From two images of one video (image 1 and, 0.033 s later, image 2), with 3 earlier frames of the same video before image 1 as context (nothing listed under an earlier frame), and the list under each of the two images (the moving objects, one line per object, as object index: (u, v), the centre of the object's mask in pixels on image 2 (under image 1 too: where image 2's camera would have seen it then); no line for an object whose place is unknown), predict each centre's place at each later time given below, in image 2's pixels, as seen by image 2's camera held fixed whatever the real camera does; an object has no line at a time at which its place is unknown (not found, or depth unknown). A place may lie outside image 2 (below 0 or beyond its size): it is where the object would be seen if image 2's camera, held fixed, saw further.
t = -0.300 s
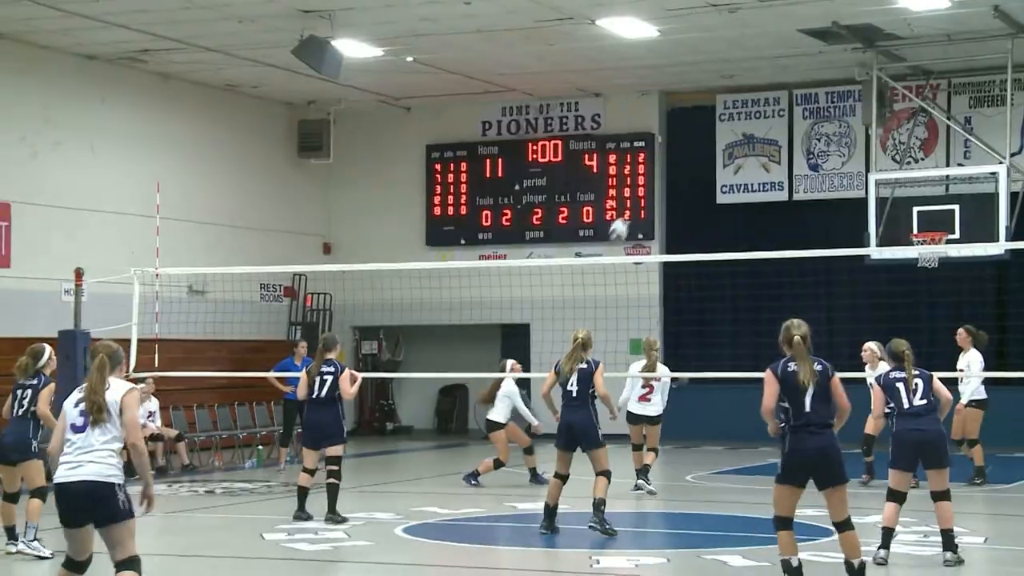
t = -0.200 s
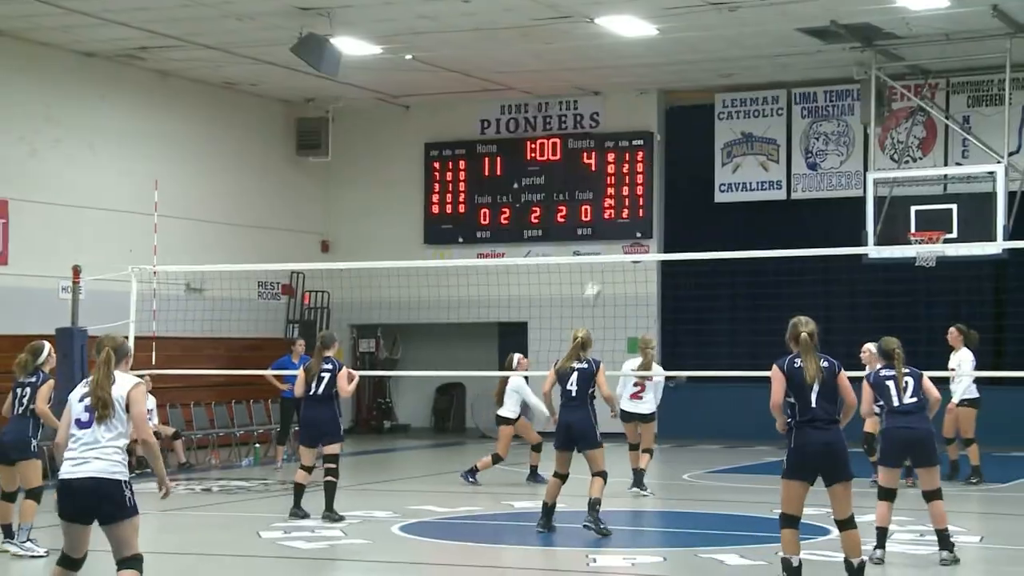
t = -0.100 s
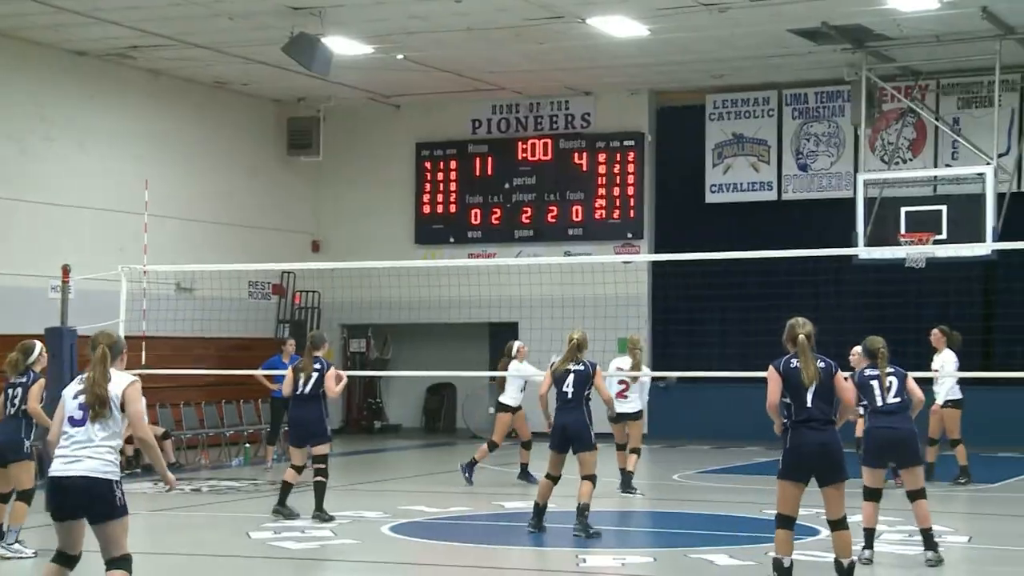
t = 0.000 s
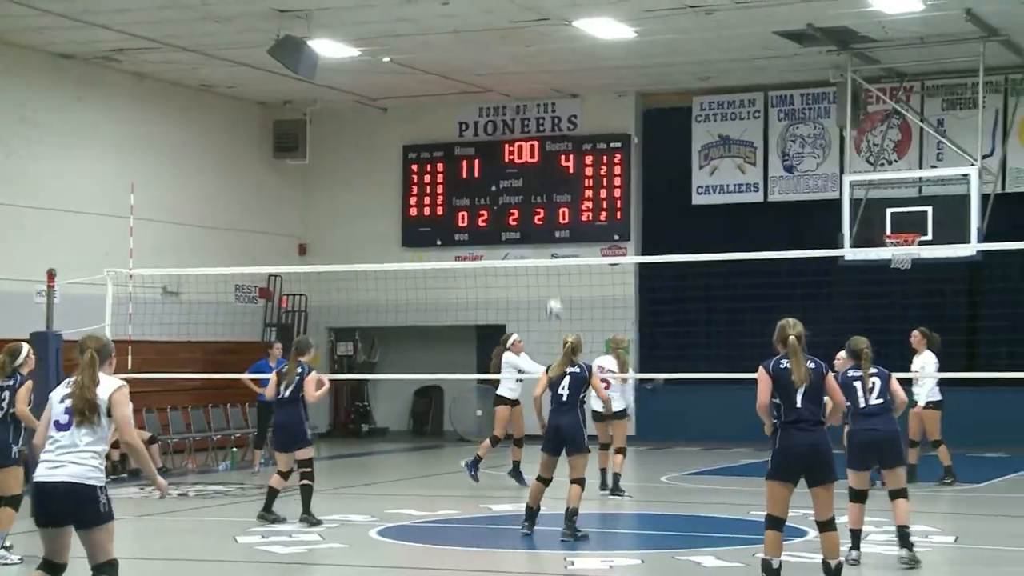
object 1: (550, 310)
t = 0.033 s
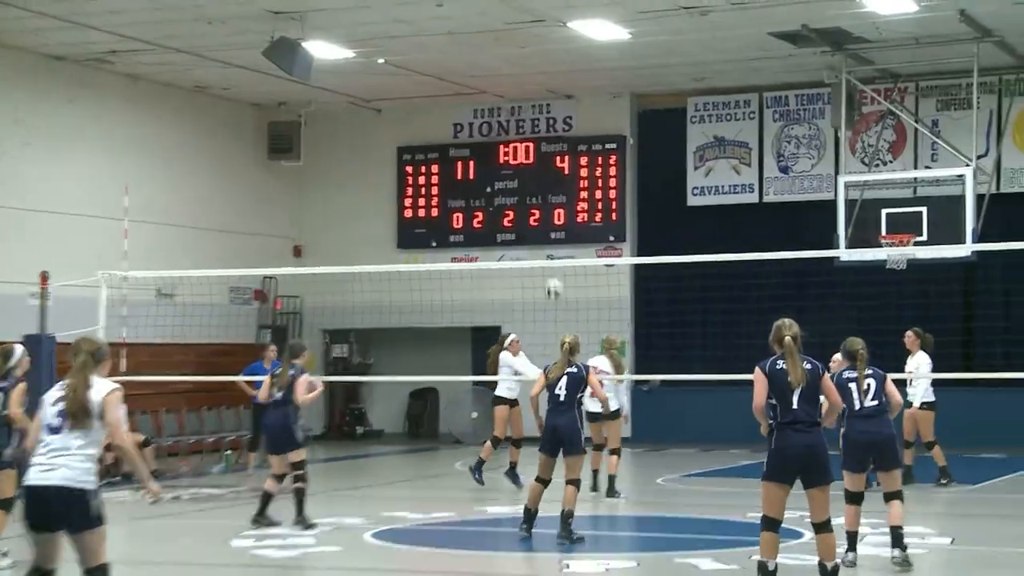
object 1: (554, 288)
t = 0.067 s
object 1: (557, 272)
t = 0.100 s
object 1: (563, 248)
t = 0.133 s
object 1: (568, 230)
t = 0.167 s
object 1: (570, 211)
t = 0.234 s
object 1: (580, 178)
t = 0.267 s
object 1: (584, 163)
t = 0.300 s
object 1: (588, 149)
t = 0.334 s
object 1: (592, 136)
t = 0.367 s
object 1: (597, 124)
